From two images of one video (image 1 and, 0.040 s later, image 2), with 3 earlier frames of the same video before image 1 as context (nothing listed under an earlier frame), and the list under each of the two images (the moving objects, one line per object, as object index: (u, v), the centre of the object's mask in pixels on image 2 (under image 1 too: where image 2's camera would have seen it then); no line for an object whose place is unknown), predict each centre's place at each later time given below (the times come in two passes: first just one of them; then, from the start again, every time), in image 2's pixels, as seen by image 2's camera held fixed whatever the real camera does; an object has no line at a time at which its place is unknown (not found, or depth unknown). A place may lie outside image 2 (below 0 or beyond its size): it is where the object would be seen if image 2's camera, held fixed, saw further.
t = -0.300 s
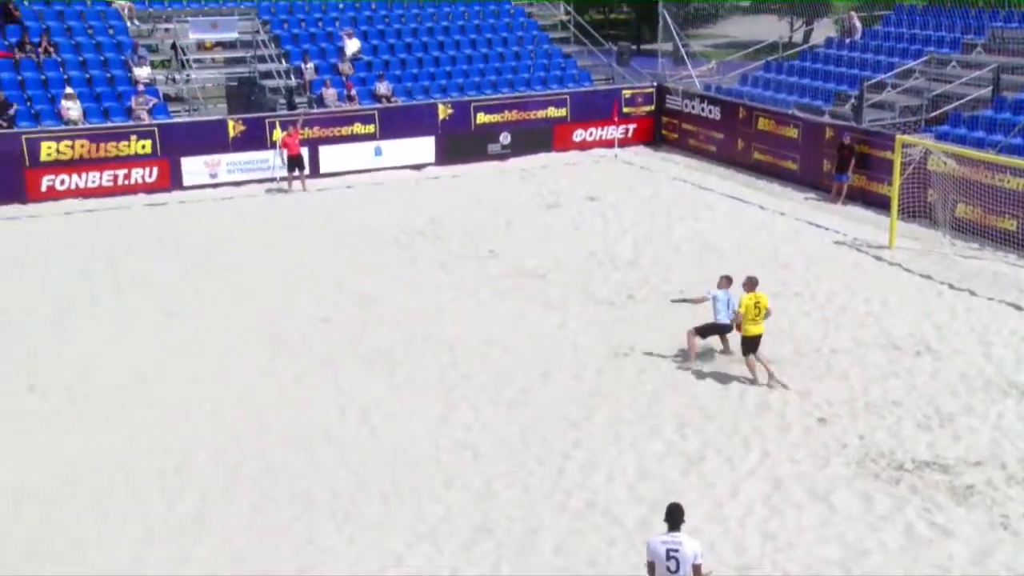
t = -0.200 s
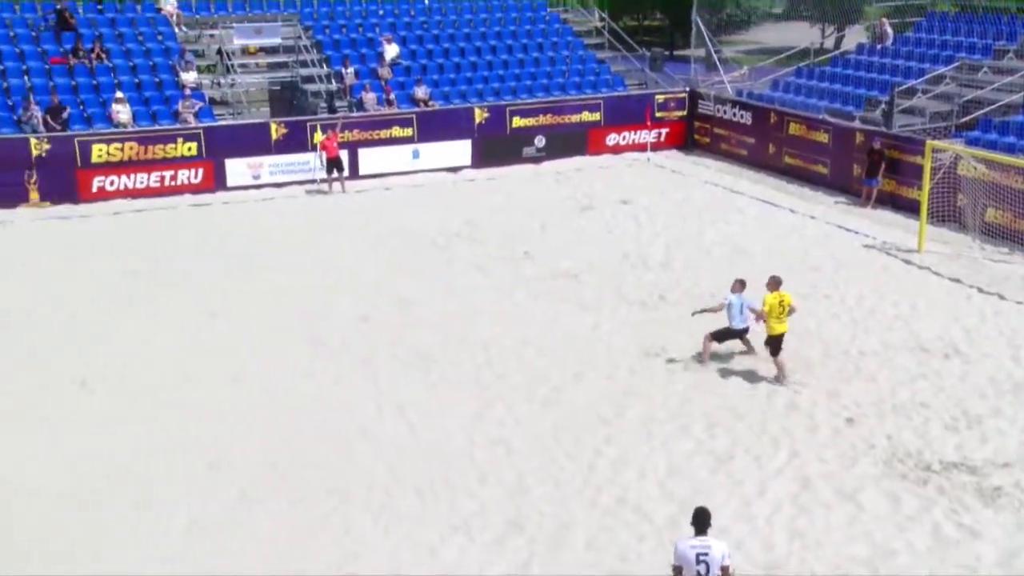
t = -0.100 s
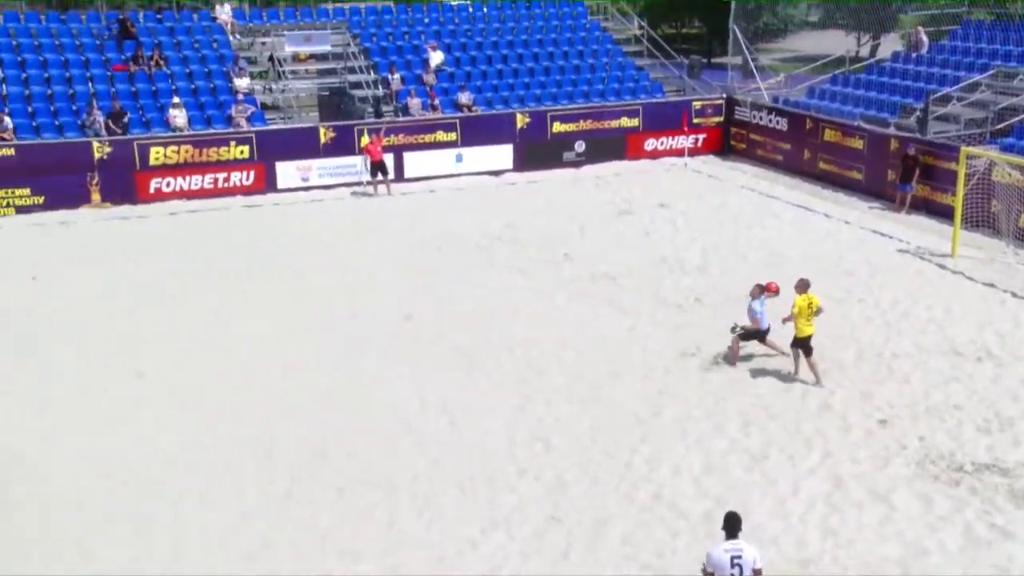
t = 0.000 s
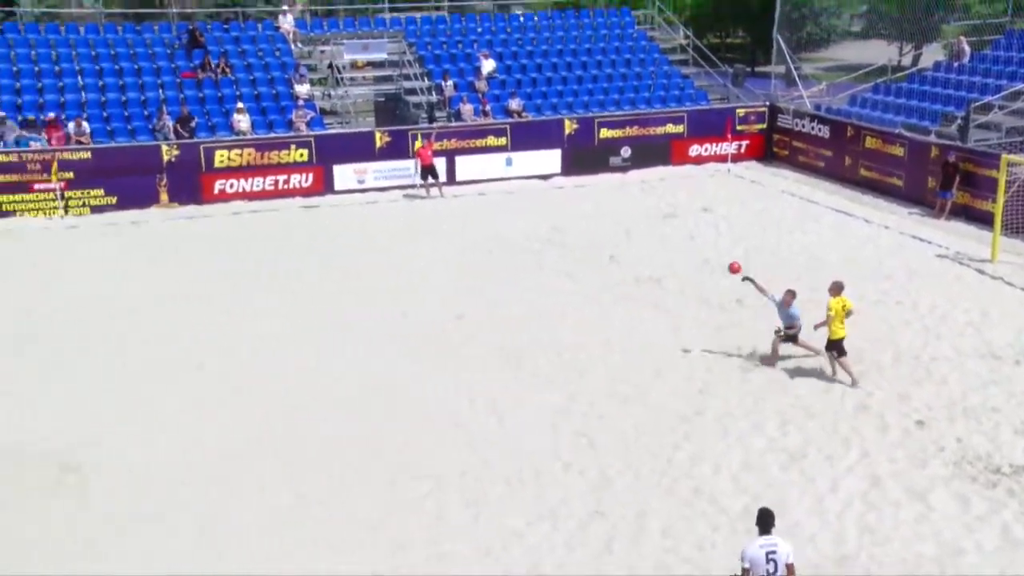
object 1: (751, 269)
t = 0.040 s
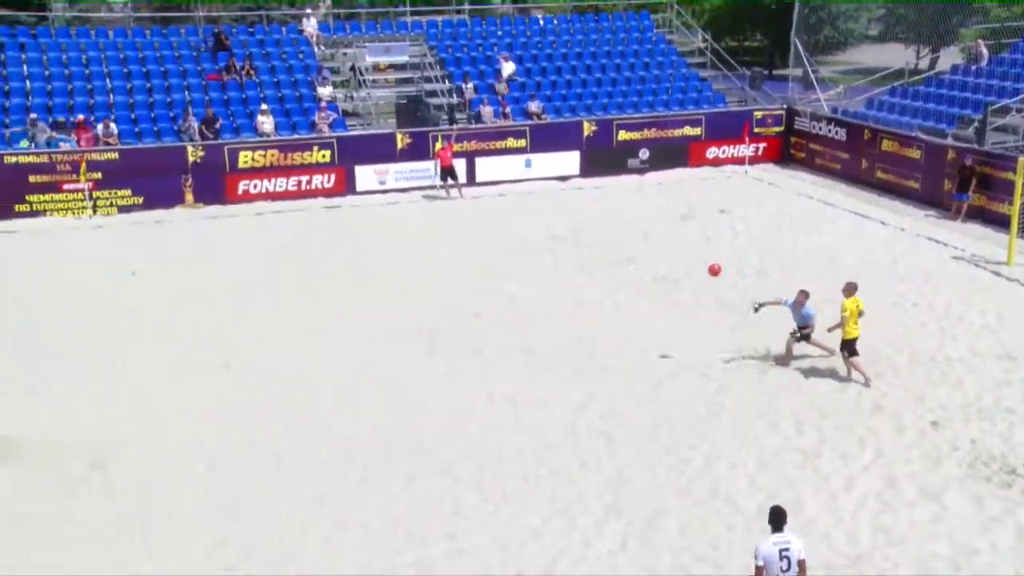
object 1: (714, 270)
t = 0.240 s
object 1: (516, 287)
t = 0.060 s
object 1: (695, 271)
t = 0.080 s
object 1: (676, 272)
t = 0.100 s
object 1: (657, 273)
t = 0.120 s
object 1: (638, 275)
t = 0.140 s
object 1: (618, 277)
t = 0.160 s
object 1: (598, 278)
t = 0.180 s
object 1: (578, 280)
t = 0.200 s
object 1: (558, 282)
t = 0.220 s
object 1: (537, 284)
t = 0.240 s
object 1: (516, 287)
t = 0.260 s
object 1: (494, 290)
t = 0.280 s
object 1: (473, 293)
